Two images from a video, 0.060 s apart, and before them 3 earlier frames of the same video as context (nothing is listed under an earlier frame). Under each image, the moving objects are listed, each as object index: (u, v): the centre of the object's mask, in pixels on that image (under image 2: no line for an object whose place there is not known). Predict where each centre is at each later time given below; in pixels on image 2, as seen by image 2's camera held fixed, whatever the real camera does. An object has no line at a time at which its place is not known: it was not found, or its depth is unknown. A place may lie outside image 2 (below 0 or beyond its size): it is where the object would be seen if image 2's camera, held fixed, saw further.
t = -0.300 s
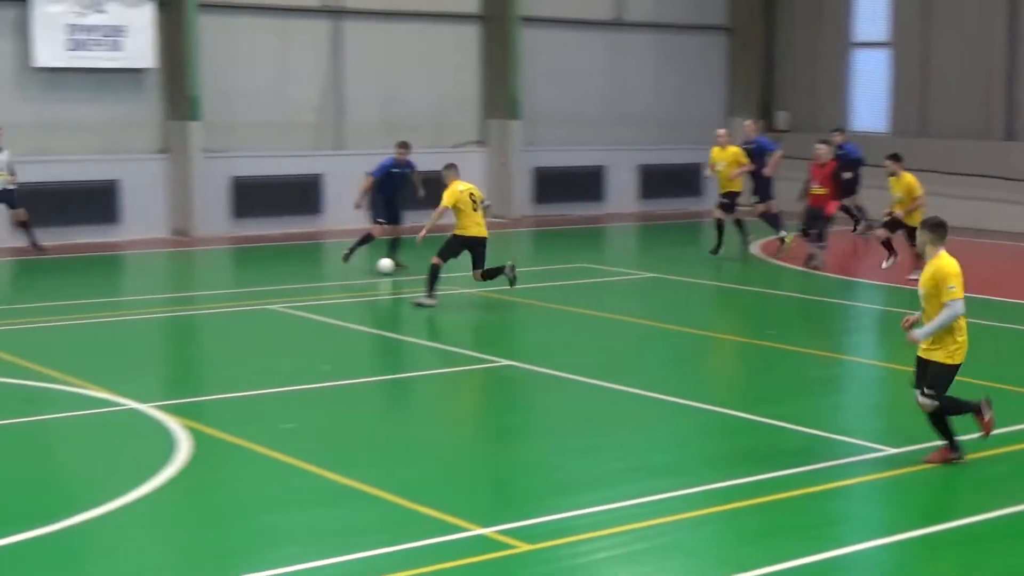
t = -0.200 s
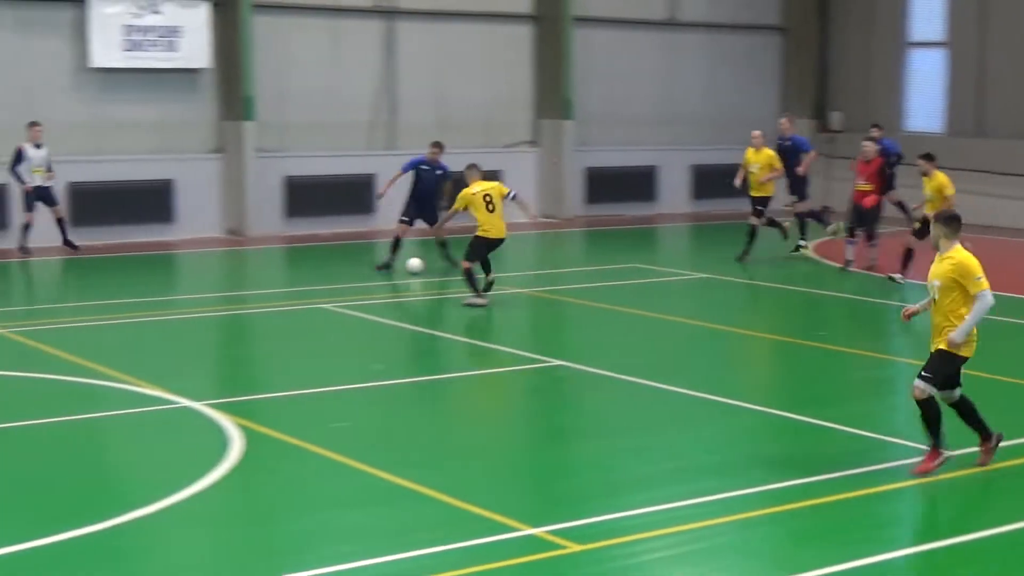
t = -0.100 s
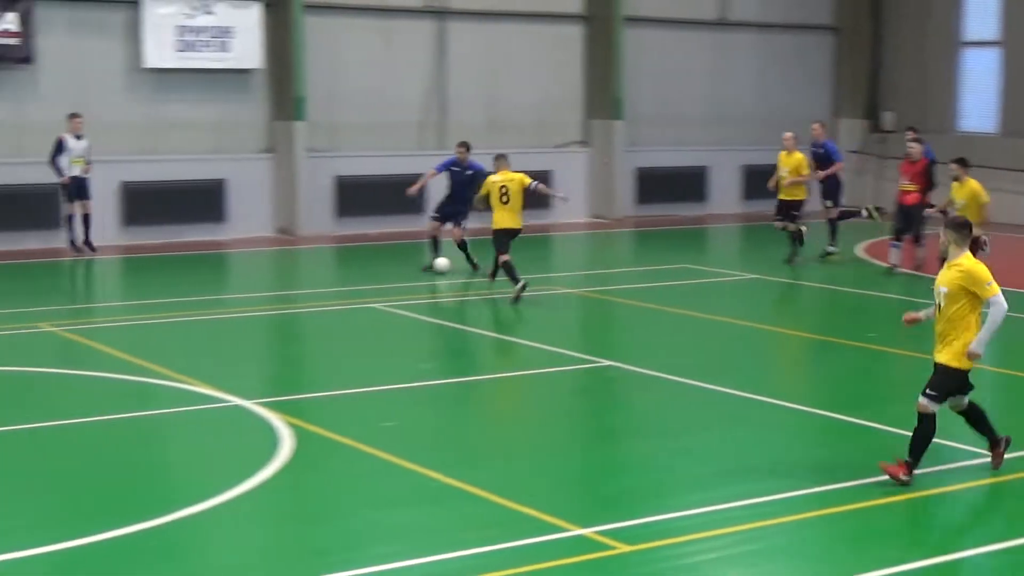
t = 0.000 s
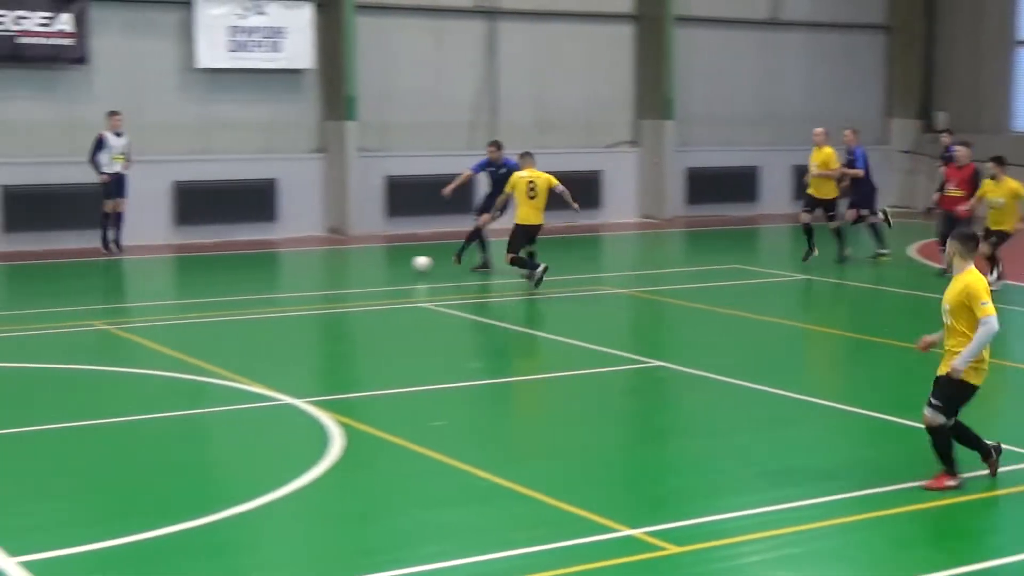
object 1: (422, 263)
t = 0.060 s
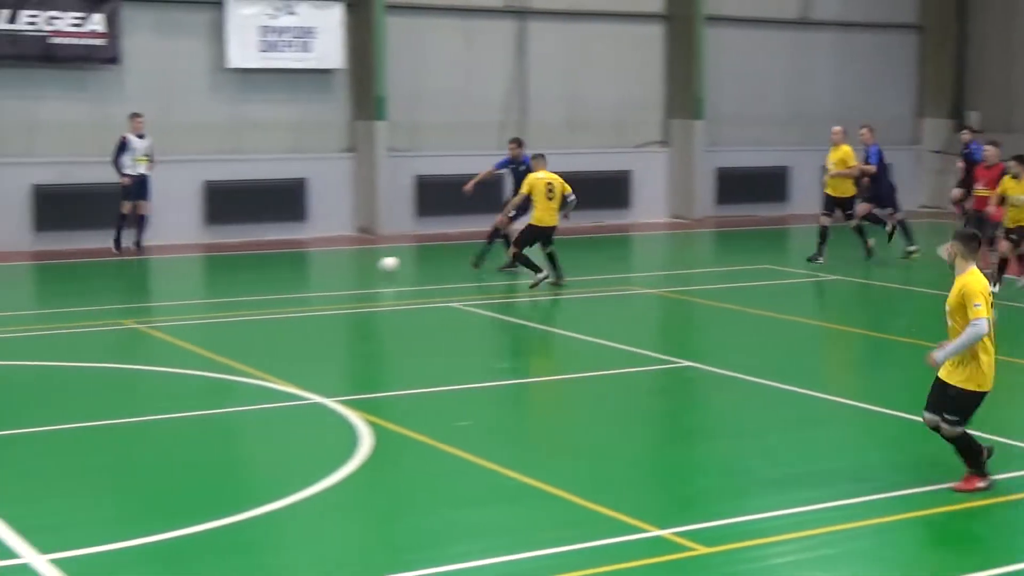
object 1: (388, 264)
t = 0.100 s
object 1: (350, 267)
